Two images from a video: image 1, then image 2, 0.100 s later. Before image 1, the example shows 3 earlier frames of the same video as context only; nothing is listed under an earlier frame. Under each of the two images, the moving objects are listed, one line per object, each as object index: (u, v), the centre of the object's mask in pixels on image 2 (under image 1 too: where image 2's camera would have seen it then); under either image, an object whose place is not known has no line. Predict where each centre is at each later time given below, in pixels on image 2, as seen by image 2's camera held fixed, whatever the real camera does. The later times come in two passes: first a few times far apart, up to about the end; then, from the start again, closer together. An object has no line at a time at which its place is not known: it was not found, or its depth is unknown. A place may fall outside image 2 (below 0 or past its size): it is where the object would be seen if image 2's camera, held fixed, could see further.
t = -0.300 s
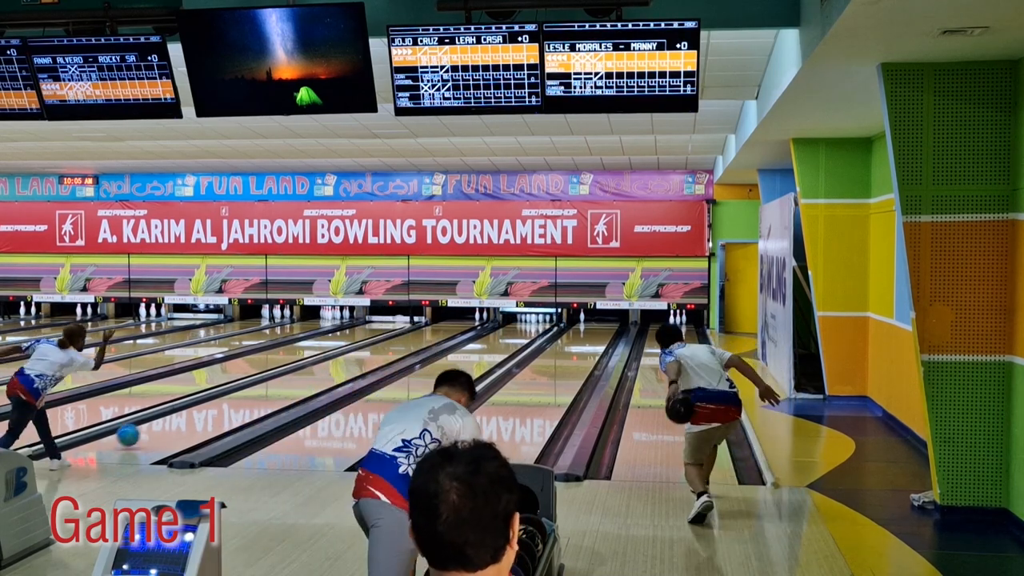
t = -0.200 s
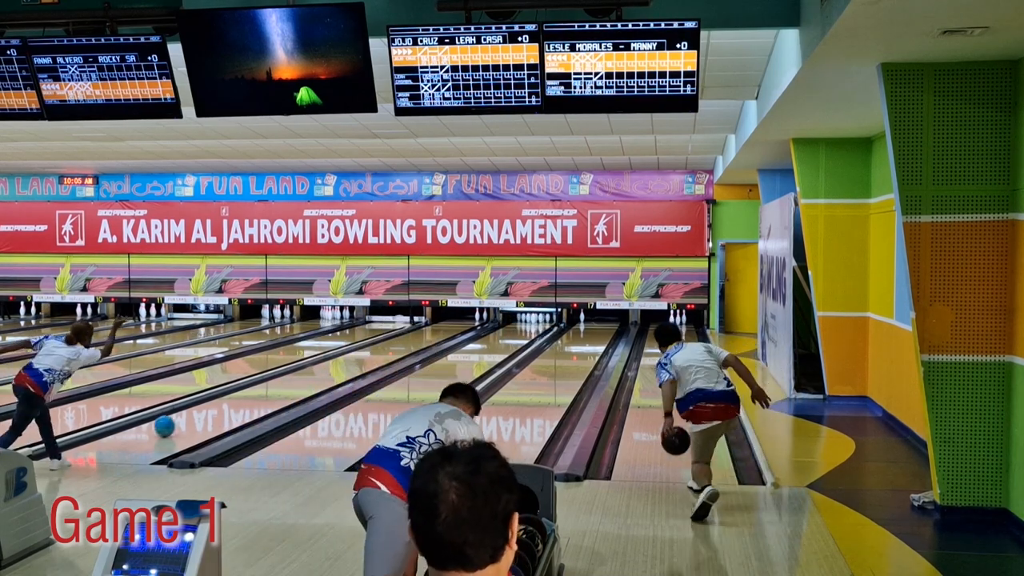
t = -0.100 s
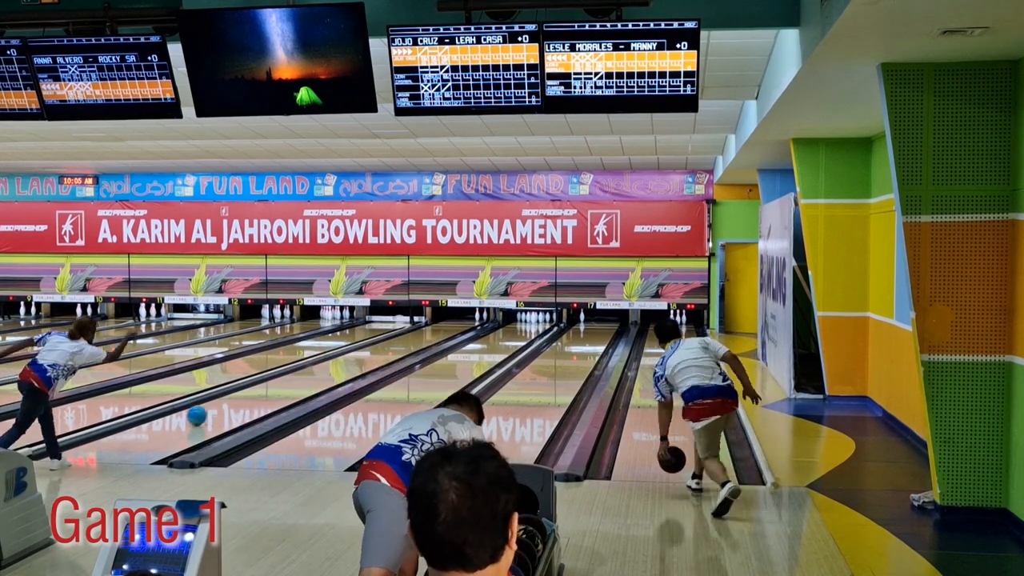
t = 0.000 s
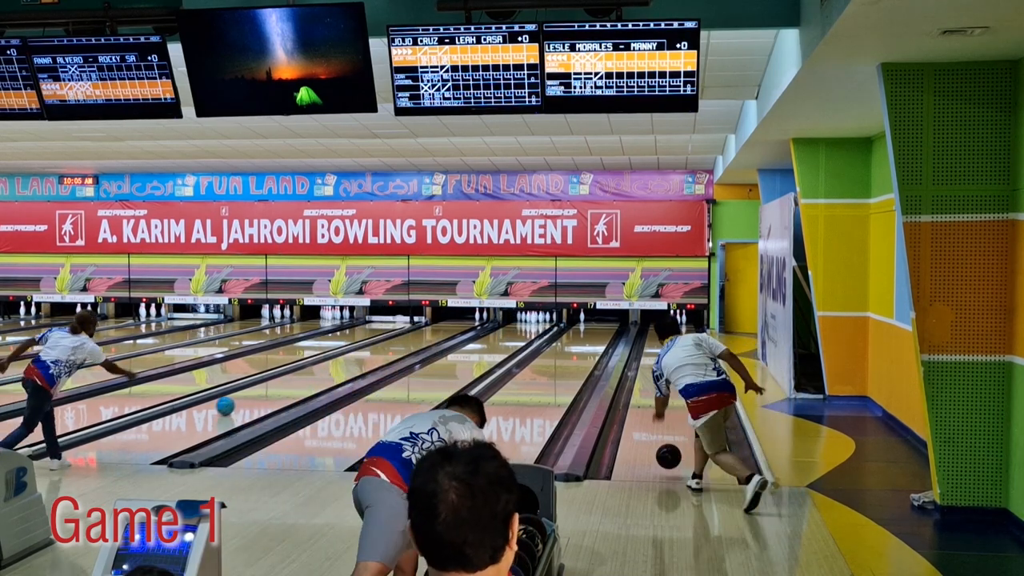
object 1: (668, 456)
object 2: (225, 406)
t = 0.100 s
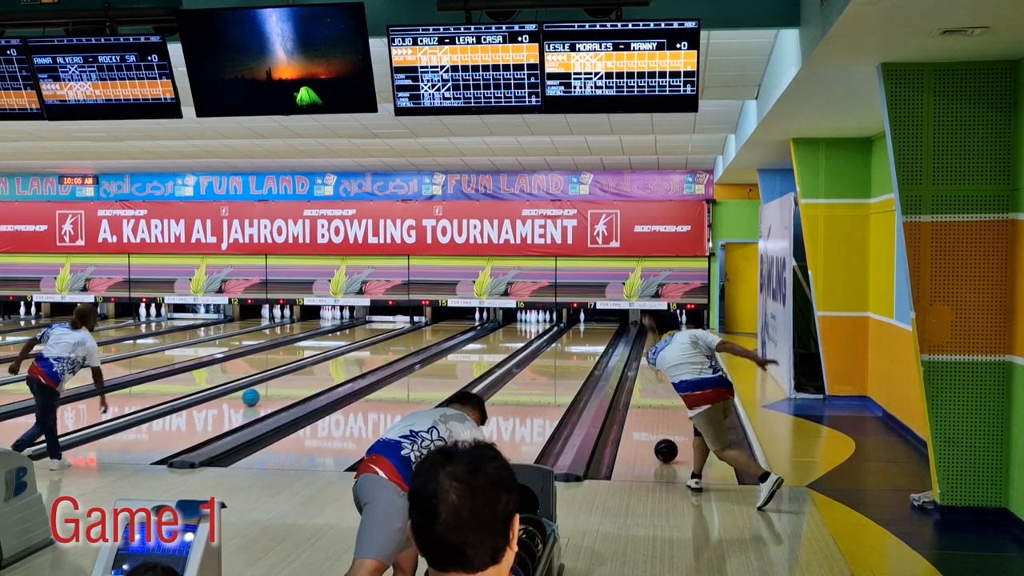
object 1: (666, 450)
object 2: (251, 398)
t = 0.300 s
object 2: (294, 383)
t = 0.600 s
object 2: (345, 366)
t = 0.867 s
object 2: (379, 352)
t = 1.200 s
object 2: (416, 342)
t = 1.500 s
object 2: (440, 333)
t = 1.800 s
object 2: (459, 327)
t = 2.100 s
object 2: (474, 320)
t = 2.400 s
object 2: (486, 316)
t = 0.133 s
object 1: (665, 446)
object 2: (258, 395)
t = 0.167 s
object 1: (664, 442)
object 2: (266, 392)
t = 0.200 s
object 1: (664, 438)
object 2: (273, 390)
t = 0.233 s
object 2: (280, 388)
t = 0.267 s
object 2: (287, 385)
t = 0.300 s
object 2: (294, 383)
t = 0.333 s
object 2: (300, 381)
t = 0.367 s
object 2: (307, 379)
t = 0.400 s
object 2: (312, 377)
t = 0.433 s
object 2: (318, 375)
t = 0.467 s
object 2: (324, 373)
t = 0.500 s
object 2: (329, 371)
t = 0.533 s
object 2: (335, 369)
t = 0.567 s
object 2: (340, 368)
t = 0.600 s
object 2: (345, 366)
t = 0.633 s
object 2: (350, 364)
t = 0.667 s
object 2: (355, 363)
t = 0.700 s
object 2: (359, 361)
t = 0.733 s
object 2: (364, 360)
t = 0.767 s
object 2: (368, 358)
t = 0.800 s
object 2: (372, 357)
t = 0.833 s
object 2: (376, 355)
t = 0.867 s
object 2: (379, 352)
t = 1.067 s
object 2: (406, 347)
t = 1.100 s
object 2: (407, 345)
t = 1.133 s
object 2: (409, 344)
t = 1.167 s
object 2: (413, 343)
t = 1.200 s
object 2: (416, 342)
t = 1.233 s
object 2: (419, 341)
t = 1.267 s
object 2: (422, 340)
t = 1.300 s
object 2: (425, 339)
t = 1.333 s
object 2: (428, 338)
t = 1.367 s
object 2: (430, 337)
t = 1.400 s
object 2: (433, 337)
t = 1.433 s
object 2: (436, 335)
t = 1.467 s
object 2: (438, 334)
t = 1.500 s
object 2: (440, 333)
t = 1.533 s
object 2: (442, 333)
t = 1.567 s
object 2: (446, 331)
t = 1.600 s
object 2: (448, 331)
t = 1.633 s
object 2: (449, 330)
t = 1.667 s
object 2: (451, 330)
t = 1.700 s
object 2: (454, 329)
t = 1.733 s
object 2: (456, 328)
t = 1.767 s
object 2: (458, 328)
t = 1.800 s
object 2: (459, 327)
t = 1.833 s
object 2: (461, 326)
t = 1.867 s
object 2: (463, 325)
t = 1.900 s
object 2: (465, 324)
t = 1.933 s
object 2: (467, 324)
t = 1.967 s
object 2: (468, 323)
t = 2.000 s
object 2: (470, 323)
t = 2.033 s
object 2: (471, 322)
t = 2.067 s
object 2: (472, 322)
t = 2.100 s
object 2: (474, 320)
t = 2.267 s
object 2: (480, 318)
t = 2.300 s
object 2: (482, 317)
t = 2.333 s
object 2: (482, 317)
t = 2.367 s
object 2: (484, 316)
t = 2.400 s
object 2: (486, 316)
